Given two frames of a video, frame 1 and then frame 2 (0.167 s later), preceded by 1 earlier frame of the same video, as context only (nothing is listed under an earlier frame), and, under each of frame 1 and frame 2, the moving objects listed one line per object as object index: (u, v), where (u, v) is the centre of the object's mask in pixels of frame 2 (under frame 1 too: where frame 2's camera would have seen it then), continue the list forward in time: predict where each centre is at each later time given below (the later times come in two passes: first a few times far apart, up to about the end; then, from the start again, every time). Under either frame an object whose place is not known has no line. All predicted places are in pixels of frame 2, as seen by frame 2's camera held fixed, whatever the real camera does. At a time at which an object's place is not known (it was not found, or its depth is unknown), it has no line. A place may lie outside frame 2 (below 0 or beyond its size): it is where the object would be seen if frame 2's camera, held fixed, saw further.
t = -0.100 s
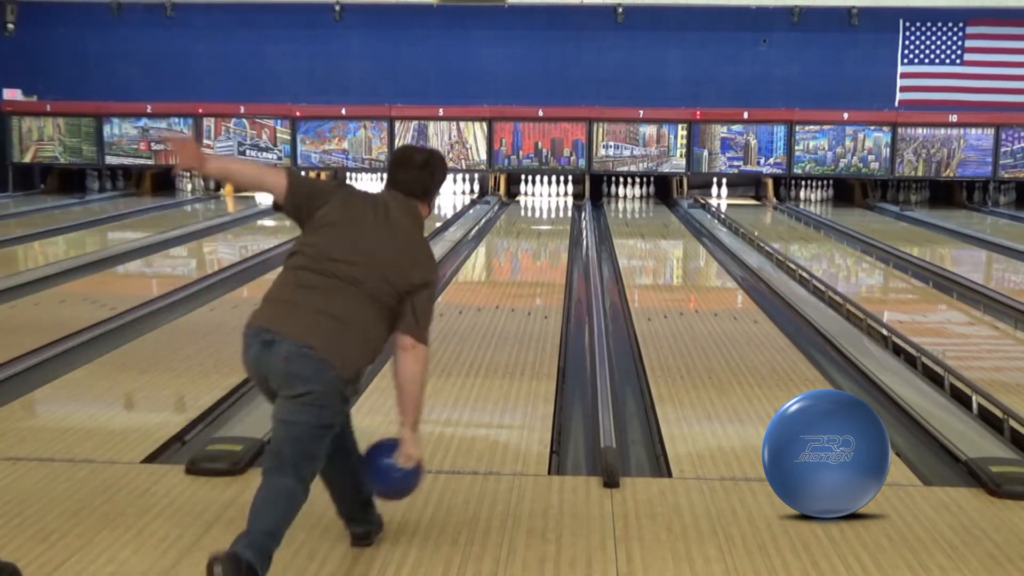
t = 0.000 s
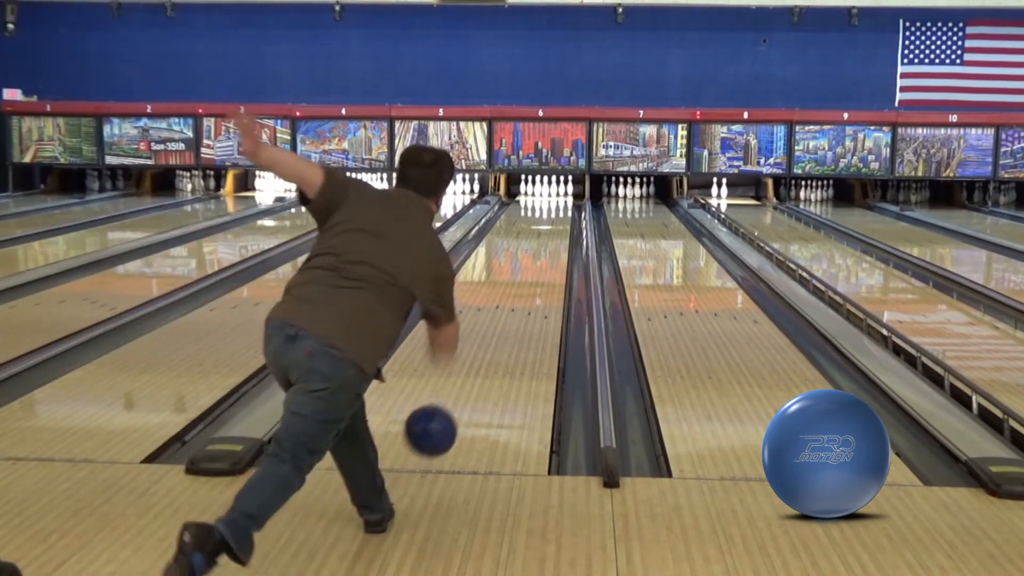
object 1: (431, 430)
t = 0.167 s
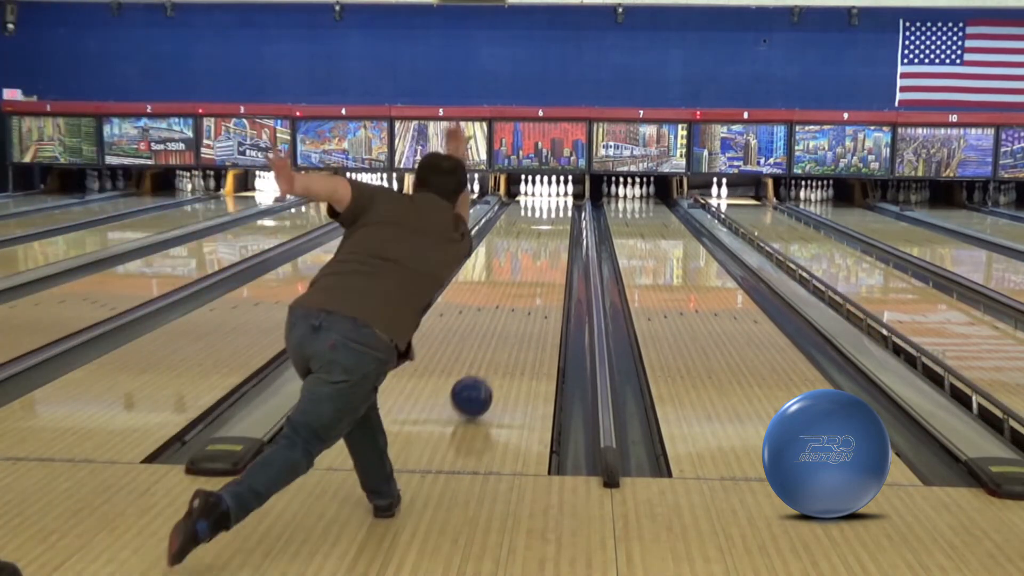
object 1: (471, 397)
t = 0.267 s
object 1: (489, 367)
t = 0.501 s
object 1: (517, 317)
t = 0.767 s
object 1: (538, 281)
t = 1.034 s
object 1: (551, 254)
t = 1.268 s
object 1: (558, 238)
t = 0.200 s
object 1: (478, 385)
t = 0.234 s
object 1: (484, 377)
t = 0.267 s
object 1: (489, 367)
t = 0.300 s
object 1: (494, 359)
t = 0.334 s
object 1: (498, 351)
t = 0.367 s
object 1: (502, 343)
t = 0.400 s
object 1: (507, 336)
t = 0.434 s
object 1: (510, 329)
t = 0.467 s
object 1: (514, 322)
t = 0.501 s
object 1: (517, 317)
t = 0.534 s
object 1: (520, 312)
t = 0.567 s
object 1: (527, 313)
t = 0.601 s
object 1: (527, 300)
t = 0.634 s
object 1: (529, 297)
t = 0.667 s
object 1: (532, 293)
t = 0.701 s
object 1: (534, 288)
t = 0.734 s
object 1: (536, 284)
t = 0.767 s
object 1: (538, 281)
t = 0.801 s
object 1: (540, 276)
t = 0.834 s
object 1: (542, 273)
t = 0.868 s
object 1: (544, 270)
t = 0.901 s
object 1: (546, 266)
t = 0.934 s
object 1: (547, 263)
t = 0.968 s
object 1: (549, 260)
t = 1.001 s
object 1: (550, 257)
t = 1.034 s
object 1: (551, 254)
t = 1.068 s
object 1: (553, 252)
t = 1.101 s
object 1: (553, 249)
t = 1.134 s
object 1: (555, 247)
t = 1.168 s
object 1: (556, 245)
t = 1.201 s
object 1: (557, 242)
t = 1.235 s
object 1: (557, 240)
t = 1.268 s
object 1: (558, 238)
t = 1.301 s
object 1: (559, 236)
